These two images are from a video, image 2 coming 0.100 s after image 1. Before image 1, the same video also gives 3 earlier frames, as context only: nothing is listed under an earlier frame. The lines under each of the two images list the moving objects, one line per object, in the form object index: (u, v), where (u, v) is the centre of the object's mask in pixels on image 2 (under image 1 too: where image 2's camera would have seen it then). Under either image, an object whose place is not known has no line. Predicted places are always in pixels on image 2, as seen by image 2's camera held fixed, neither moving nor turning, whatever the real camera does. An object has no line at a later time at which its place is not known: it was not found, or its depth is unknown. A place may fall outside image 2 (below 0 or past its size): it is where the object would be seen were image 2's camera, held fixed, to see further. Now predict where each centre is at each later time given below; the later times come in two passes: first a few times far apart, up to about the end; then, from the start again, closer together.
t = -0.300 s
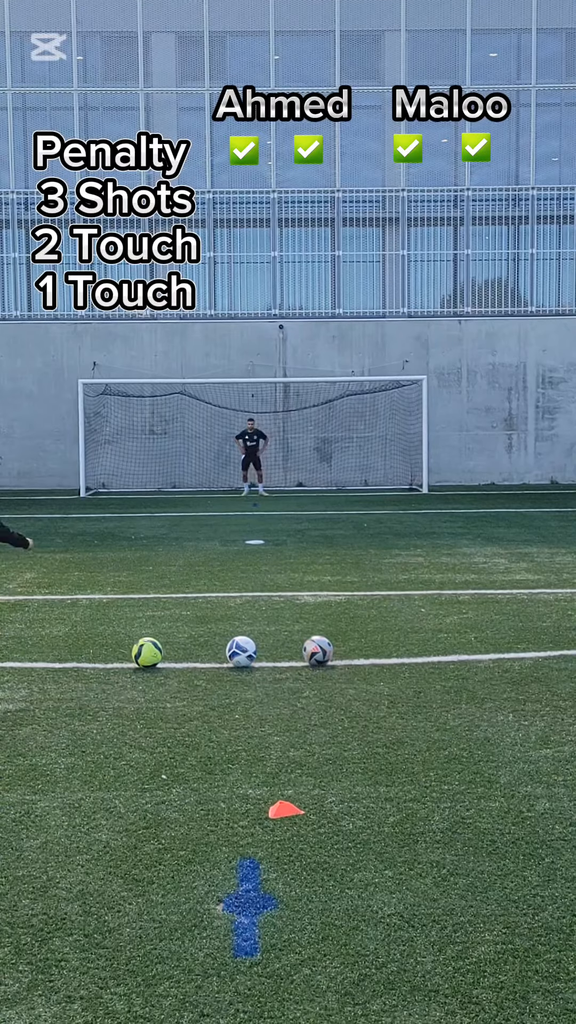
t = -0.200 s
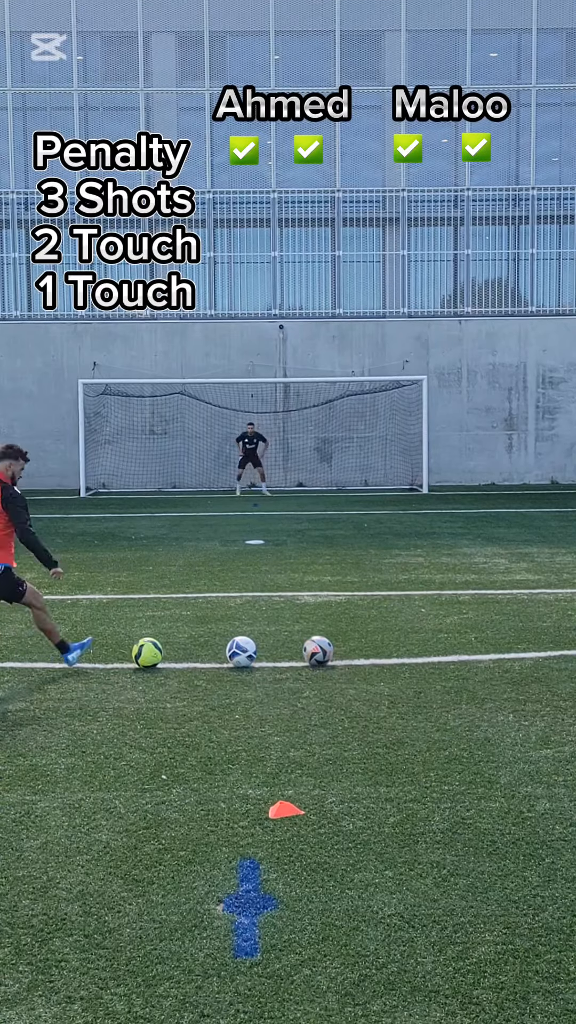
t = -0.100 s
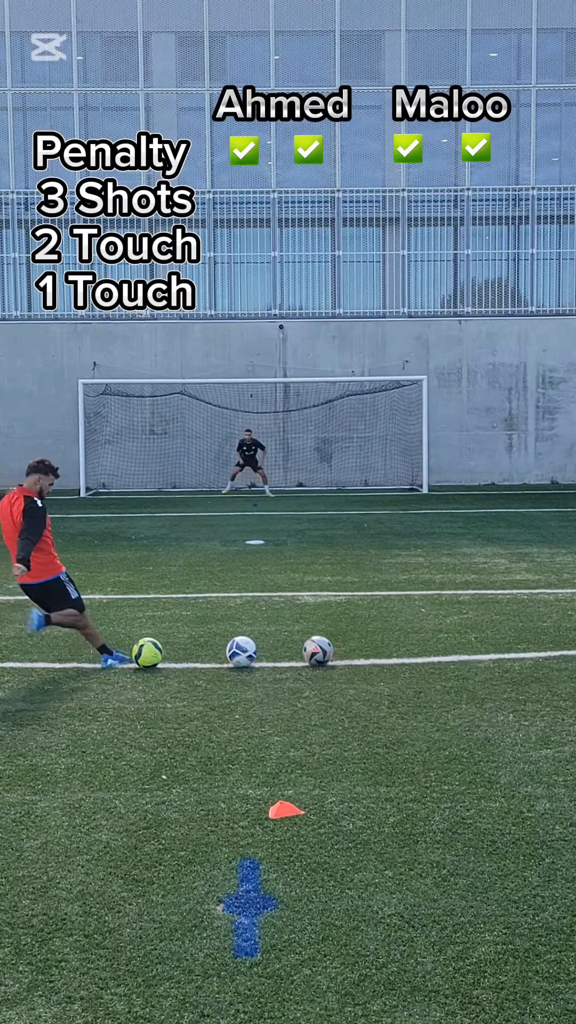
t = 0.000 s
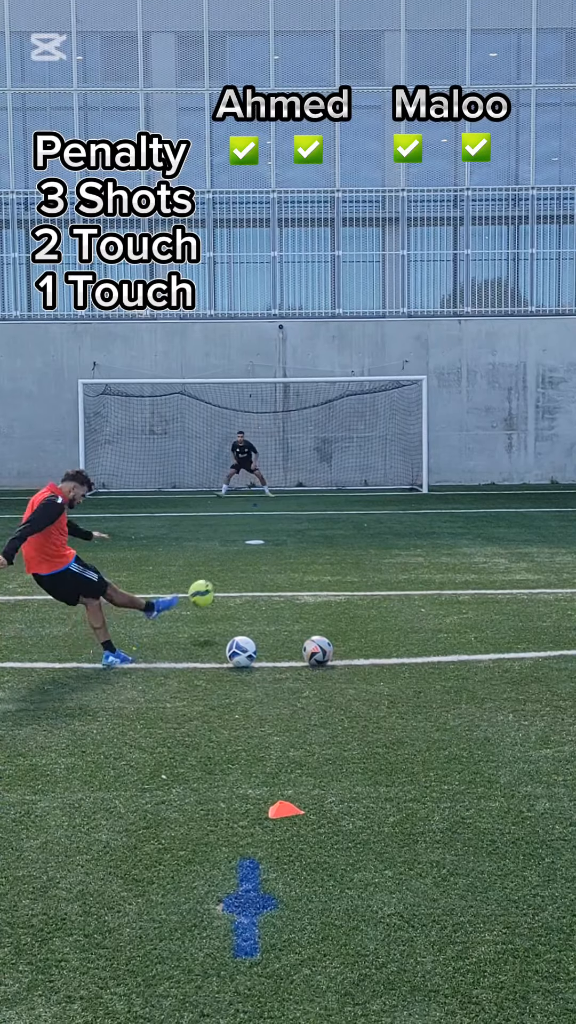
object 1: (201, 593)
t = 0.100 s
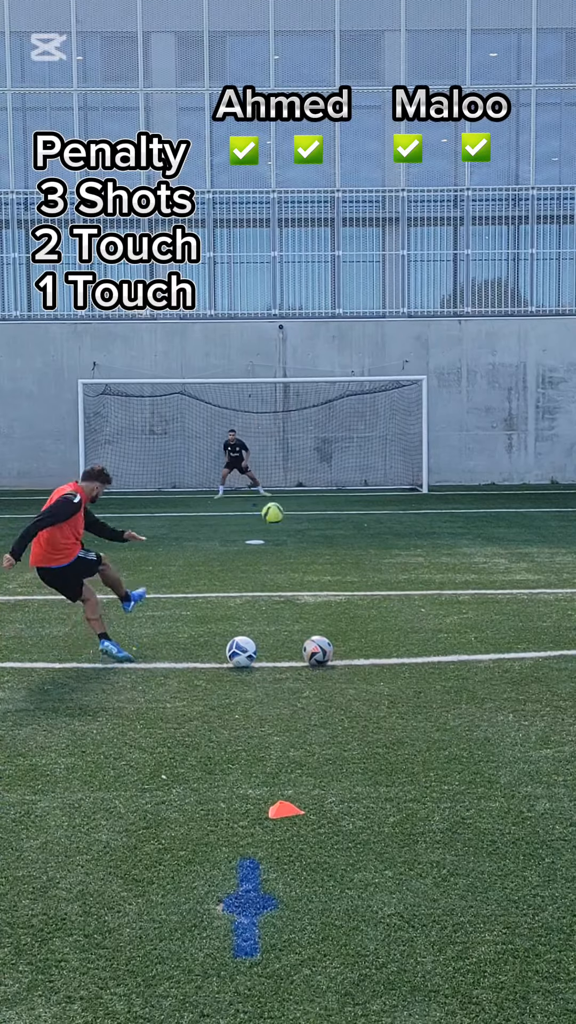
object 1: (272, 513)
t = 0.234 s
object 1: (318, 455)
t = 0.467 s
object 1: (339, 414)
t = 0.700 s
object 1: (328, 412)
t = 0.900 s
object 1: (313, 425)
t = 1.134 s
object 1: (328, 464)
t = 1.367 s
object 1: (349, 475)
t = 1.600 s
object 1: (371, 481)
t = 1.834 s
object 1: (395, 487)
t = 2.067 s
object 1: (419, 495)
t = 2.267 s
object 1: (441, 495)
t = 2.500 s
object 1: (469, 501)
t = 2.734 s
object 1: (498, 504)
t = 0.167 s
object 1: (300, 479)
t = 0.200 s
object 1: (310, 466)
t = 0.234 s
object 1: (318, 455)
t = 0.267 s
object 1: (324, 446)
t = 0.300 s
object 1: (329, 437)
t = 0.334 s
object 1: (333, 430)
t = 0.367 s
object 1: (336, 425)
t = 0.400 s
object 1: (338, 421)
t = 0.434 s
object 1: (338, 417)
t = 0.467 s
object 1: (339, 414)
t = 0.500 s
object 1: (338, 412)
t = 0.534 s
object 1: (337, 411)
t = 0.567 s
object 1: (336, 410)
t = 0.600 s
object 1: (335, 410)
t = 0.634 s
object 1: (333, 410)
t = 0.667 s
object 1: (331, 411)
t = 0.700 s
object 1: (328, 412)
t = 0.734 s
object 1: (326, 414)
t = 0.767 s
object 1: (324, 415)
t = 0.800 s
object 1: (320, 418)
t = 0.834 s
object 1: (317, 421)
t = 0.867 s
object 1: (314, 424)
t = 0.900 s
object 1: (313, 425)
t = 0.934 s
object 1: (315, 427)
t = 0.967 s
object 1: (316, 431)
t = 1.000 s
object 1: (319, 437)
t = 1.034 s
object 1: (321, 442)
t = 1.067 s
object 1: (324, 449)
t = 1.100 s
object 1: (326, 457)
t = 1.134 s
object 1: (328, 464)
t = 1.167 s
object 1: (331, 472)
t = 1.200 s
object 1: (333, 481)
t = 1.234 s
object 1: (335, 482)
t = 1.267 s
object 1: (338, 480)
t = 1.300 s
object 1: (342, 477)
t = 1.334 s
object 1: (345, 477)
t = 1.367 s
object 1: (349, 475)
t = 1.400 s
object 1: (352, 474)
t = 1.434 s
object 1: (354, 474)
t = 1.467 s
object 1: (358, 474)
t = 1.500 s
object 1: (361, 475)
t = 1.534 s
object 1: (365, 477)
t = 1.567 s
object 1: (368, 479)
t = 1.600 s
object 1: (371, 481)
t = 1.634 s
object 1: (374, 485)
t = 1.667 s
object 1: (379, 488)
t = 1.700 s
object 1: (381, 491)
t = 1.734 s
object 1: (385, 490)
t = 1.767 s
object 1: (388, 488)
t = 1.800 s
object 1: (391, 487)
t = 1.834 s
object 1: (395, 487)
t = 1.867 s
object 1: (398, 486)
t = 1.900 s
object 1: (401, 487)
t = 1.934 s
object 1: (405, 488)
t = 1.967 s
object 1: (408, 489)
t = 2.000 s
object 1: (412, 492)
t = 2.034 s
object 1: (415, 494)
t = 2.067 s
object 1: (419, 495)
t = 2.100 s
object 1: (423, 494)
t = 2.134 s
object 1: (426, 493)
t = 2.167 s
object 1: (430, 492)
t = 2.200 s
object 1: (433, 493)
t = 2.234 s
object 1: (437, 494)
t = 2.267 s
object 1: (441, 495)
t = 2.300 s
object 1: (445, 498)
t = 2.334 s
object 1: (448, 498)
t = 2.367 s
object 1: (453, 498)
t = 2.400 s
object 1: (457, 498)
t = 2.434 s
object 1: (460, 498)
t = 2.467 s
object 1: (464, 499)
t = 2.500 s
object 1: (469, 501)
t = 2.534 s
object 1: (473, 501)
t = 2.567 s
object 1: (476, 501)
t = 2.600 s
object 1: (481, 500)
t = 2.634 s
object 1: (485, 501)
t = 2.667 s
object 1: (489, 502)
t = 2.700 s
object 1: (494, 503)
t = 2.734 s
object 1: (498, 504)
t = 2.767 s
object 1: (502, 503)
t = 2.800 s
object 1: (506, 503)
